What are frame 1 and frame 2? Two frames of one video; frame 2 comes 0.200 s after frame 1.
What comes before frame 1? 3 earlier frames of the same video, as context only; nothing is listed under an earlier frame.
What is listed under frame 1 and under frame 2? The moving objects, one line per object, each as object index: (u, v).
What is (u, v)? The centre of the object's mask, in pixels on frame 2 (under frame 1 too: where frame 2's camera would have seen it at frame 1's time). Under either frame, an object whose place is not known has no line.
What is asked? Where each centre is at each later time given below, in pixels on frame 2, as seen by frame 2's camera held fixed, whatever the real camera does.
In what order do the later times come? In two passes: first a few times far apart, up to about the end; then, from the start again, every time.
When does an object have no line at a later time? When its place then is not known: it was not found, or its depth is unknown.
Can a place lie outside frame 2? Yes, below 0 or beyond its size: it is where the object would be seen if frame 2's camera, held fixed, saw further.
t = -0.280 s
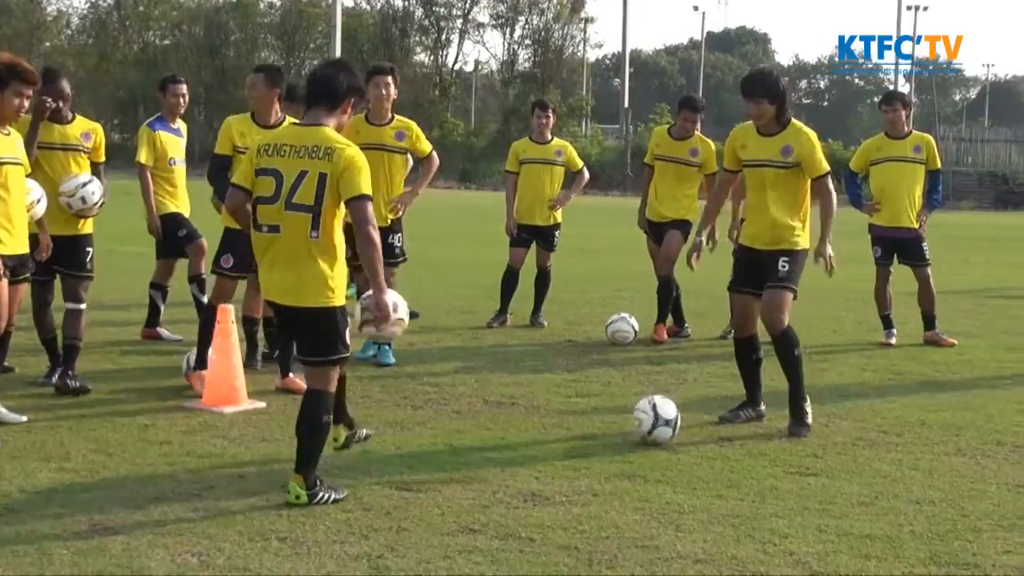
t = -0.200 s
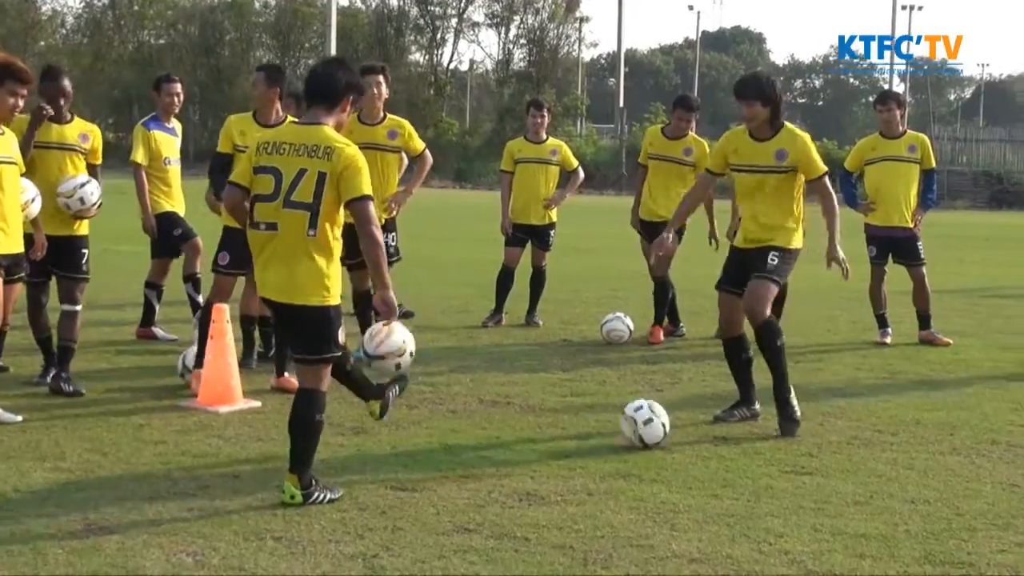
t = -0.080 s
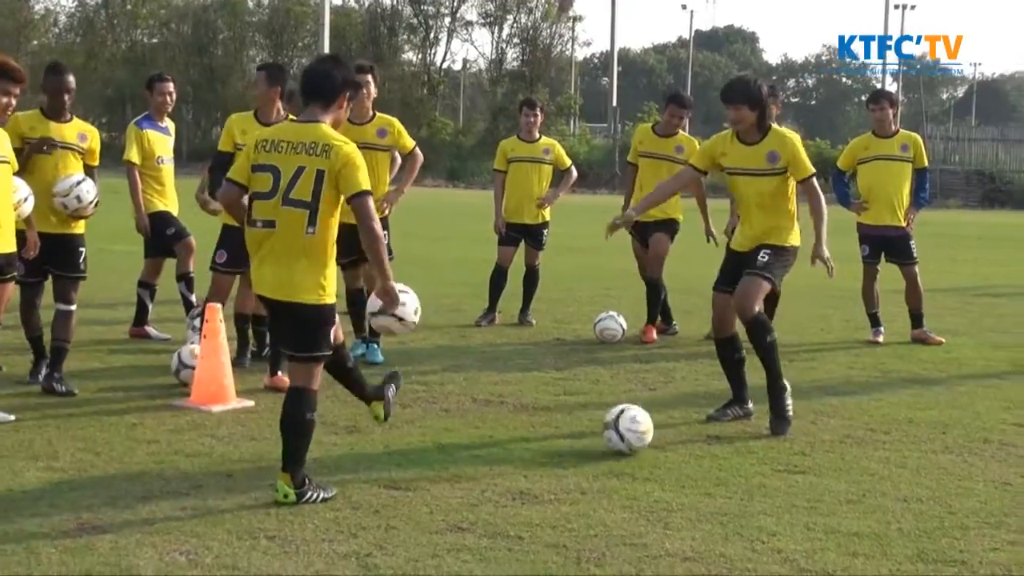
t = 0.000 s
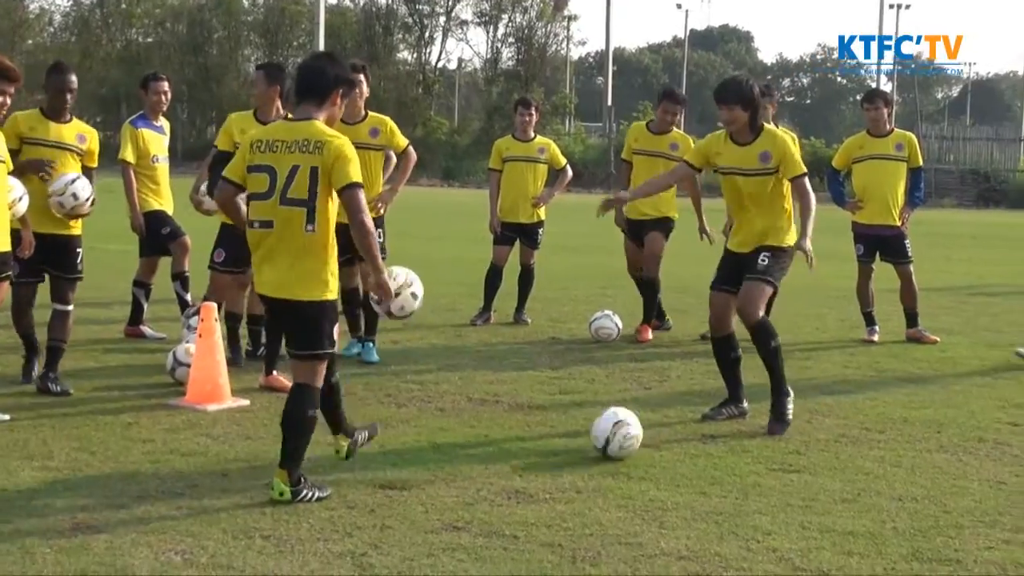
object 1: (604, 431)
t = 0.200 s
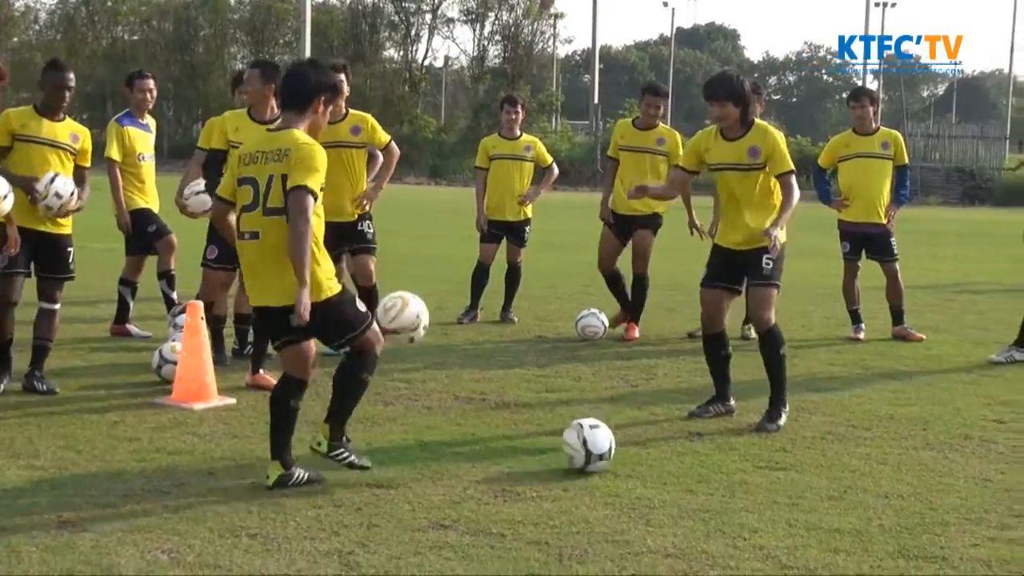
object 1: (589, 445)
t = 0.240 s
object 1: (584, 448)
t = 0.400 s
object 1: (569, 458)
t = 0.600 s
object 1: (549, 472)
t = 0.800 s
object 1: (528, 484)
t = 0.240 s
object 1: (584, 448)
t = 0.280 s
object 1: (581, 451)
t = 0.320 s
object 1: (577, 455)
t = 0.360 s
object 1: (573, 454)
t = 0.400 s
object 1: (569, 458)
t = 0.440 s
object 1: (565, 461)
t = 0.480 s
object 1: (561, 464)
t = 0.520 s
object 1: (557, 465)
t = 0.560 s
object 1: (554, 469)
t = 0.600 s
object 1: (549, 472)
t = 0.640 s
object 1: (545, 474)
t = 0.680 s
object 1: (541, 476)
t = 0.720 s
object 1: (536, 480)
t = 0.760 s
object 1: (531, 482)
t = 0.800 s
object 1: (528, 484)
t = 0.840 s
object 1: (523, 488)
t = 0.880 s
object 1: (518, 489)
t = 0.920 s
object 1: (513, 492)
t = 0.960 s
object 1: (508, 494)
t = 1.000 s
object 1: (505, 498)
